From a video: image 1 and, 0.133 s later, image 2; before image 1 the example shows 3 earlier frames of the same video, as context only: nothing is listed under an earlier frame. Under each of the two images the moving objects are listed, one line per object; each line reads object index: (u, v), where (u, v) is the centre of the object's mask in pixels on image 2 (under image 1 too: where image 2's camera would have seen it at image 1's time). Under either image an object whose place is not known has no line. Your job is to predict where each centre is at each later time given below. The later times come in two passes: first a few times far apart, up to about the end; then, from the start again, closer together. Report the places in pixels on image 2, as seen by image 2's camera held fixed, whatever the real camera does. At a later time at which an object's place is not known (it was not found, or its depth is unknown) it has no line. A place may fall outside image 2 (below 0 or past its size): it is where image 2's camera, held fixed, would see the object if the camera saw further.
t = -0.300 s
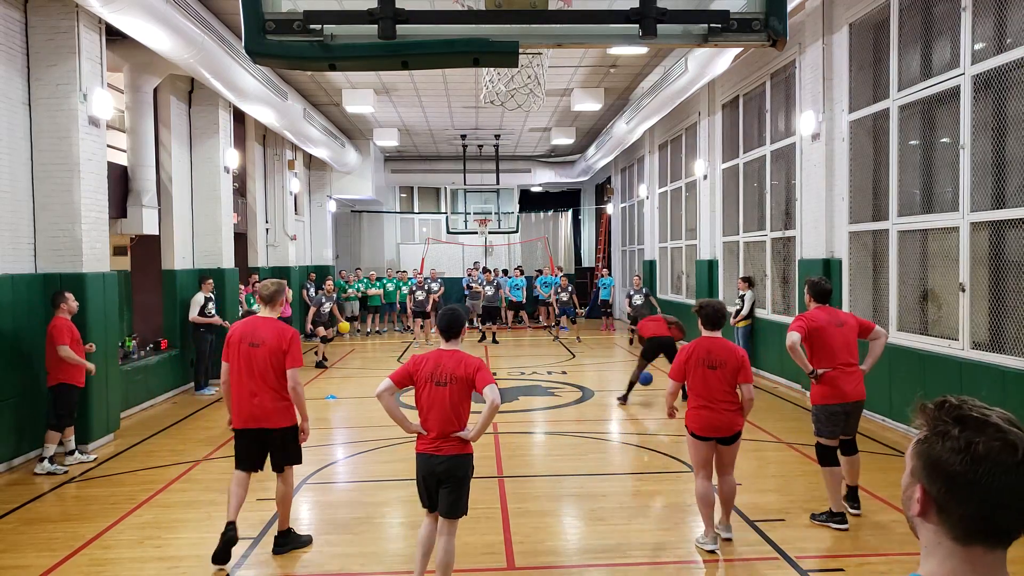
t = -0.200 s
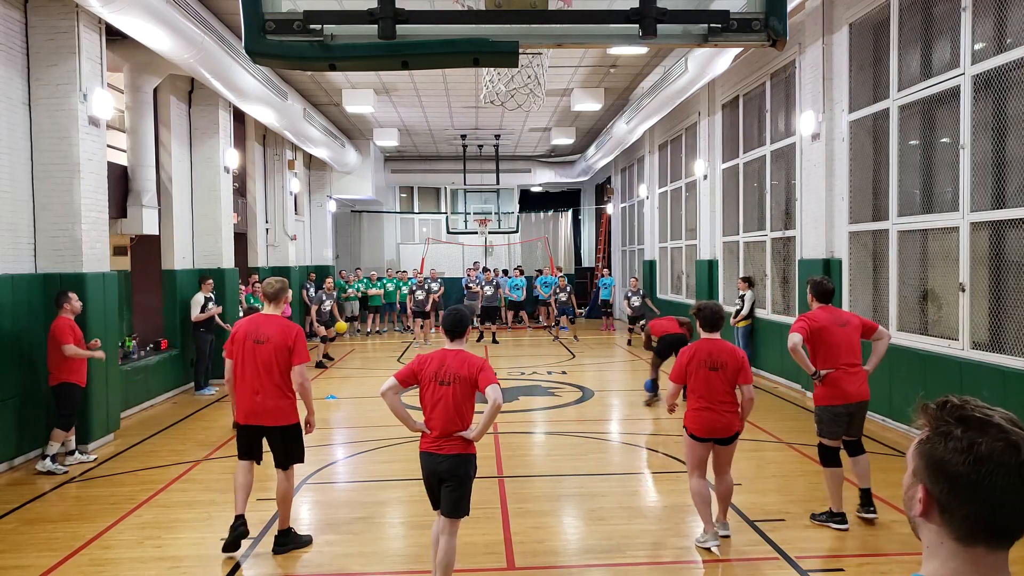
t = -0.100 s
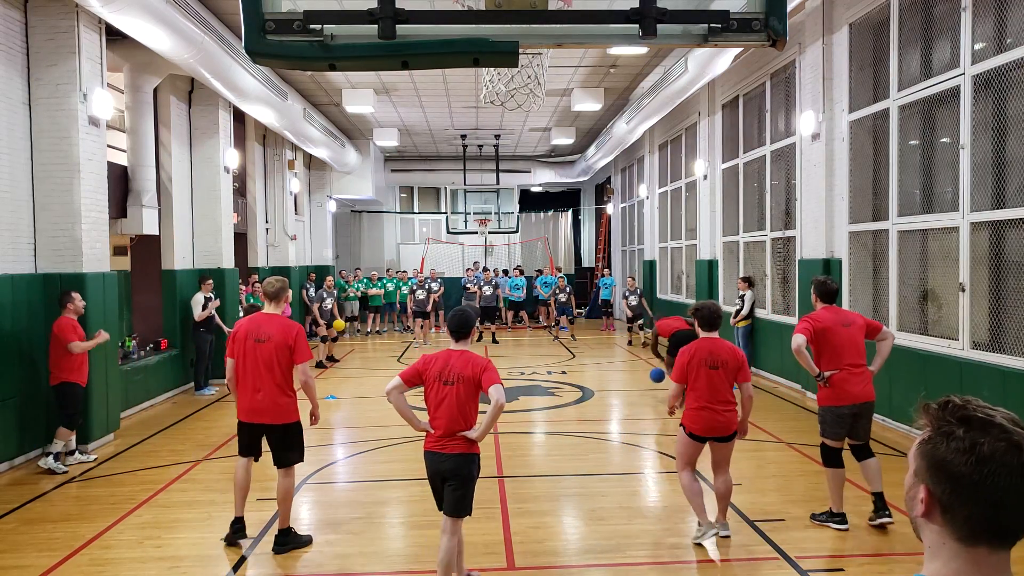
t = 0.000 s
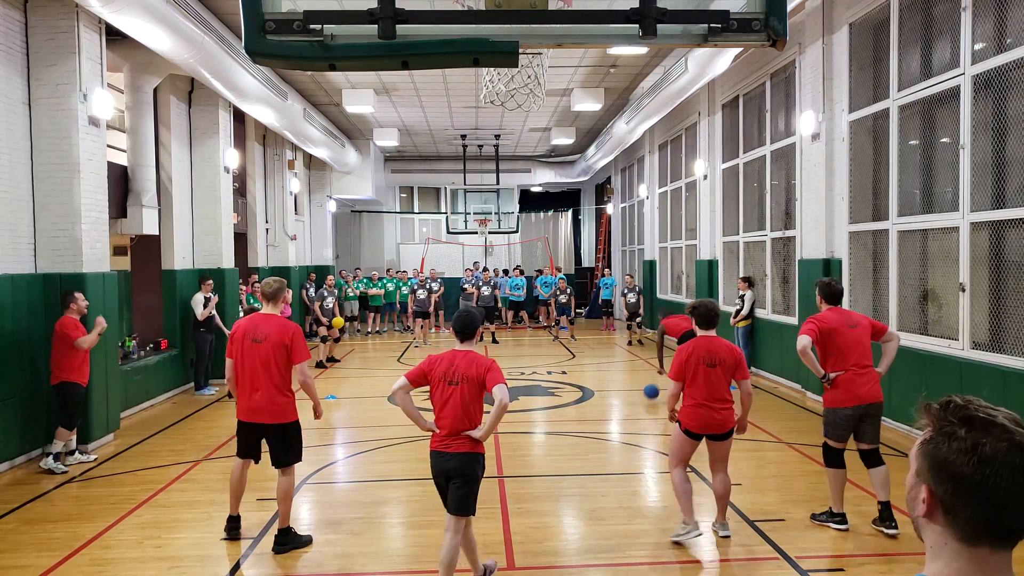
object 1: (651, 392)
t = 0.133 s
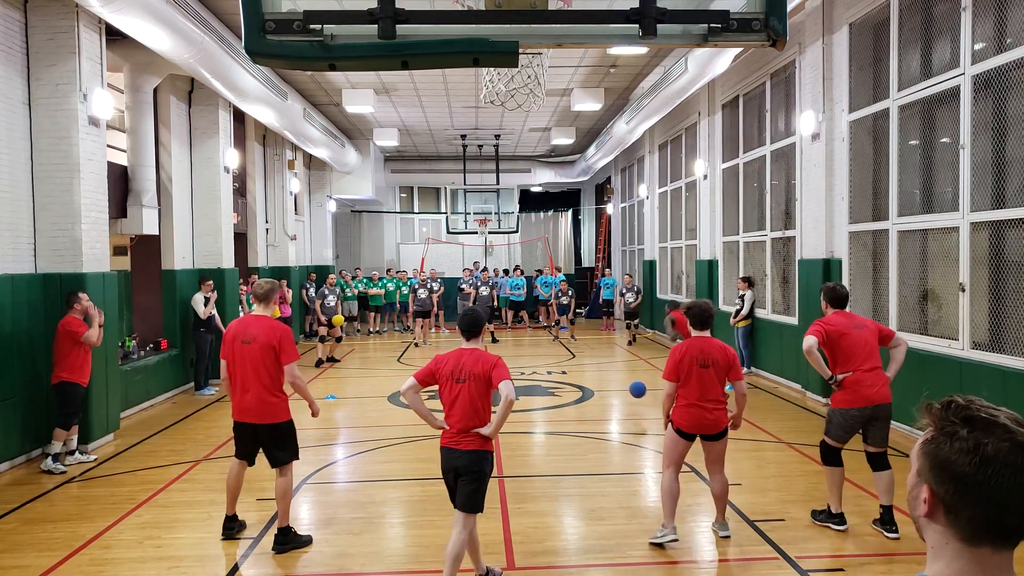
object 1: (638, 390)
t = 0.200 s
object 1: (630, 387)
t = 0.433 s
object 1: (602, 406)
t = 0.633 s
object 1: (574, 445)
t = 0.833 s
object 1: (539, 447)
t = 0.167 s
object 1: (634, 388)
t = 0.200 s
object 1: (630, 387)
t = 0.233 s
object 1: (627, 386)
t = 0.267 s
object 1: (623, 387)
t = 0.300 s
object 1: (619, 389)
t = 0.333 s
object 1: (615, 391)
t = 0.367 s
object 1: (611, 395)
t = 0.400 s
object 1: (607, 400)
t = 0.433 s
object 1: (602, 406)
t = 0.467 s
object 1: (598, 414)
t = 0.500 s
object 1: (594, 422)
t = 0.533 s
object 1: (589, 432)
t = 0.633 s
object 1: (574, 445)
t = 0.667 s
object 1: (568, 442)
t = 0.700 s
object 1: (563, 441)
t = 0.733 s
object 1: (557, 440)
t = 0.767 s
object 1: (552, 441)
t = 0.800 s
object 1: (546, 443)
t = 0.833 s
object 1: (539, 447)
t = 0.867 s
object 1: (533, 452)
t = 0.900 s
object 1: (526, 458)
